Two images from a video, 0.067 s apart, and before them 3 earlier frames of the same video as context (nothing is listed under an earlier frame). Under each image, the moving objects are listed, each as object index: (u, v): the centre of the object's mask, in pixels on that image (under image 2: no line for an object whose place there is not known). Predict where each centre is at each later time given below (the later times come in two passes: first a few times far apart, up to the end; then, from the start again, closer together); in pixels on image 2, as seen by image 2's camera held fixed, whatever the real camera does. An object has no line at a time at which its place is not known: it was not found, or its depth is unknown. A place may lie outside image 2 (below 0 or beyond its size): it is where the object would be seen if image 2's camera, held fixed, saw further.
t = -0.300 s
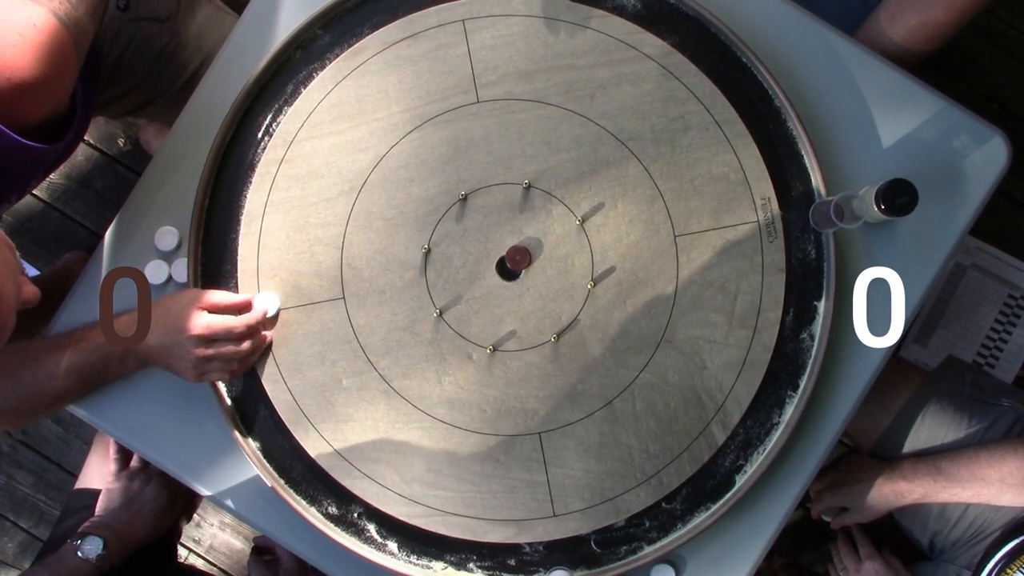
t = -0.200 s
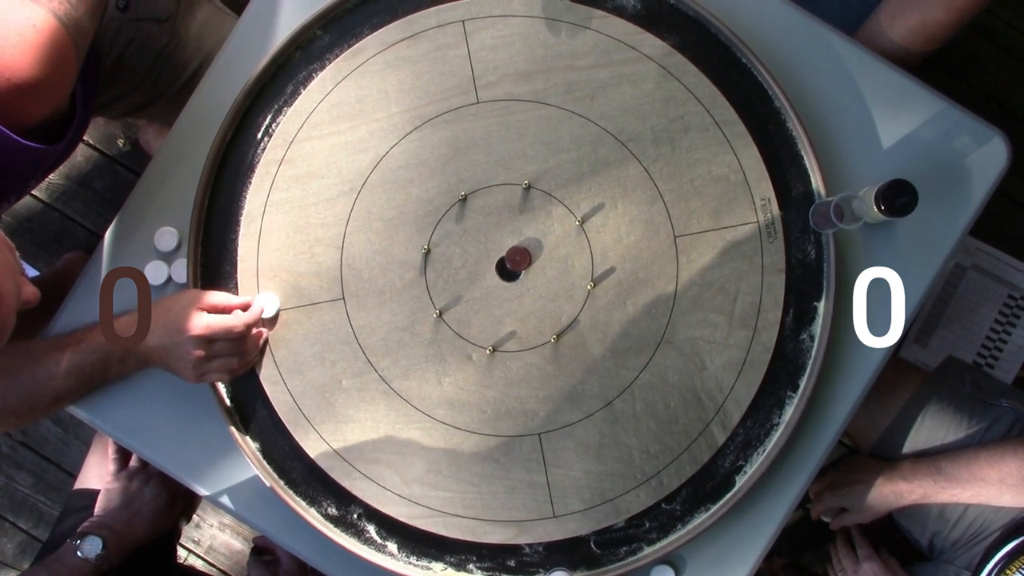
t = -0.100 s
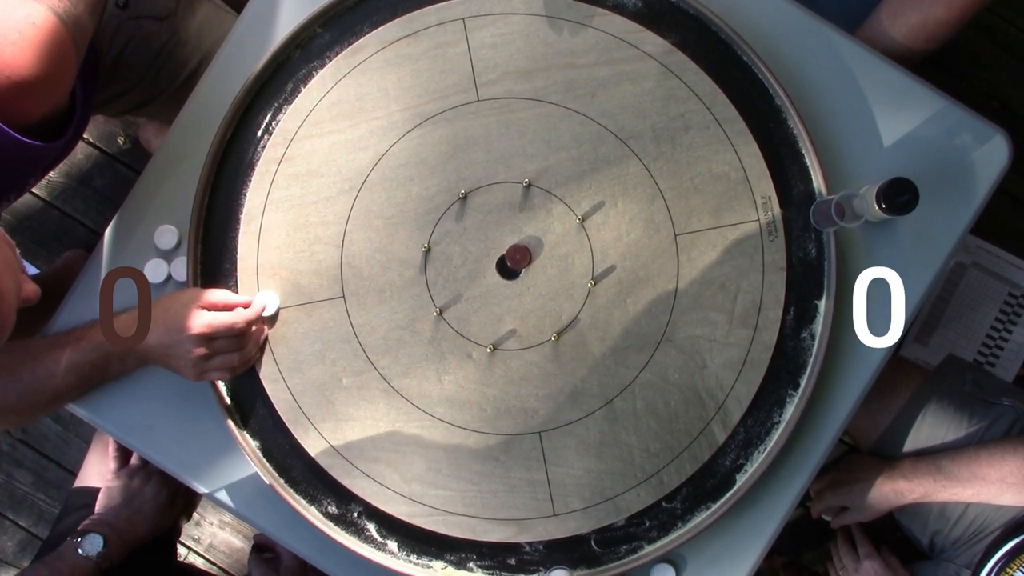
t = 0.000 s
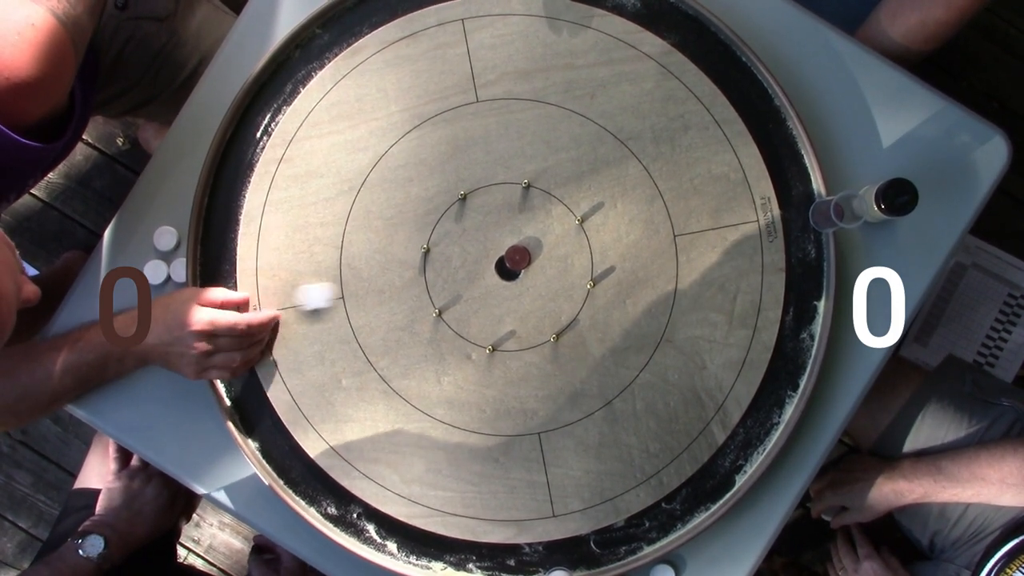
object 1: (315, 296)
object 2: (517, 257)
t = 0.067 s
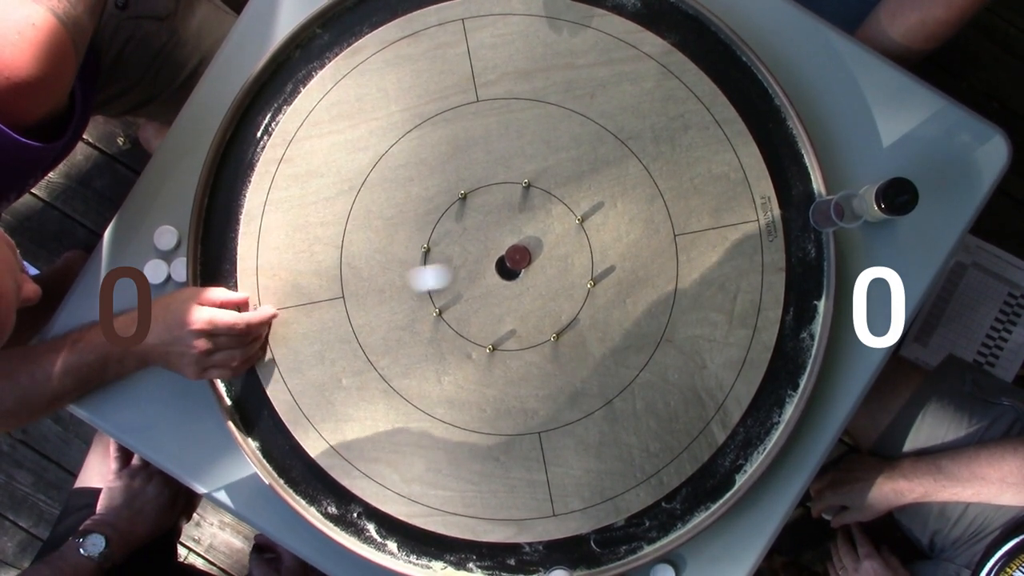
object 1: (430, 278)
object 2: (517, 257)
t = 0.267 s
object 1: (500, 331)
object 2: (534, 259)
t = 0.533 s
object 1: (571, 173)
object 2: (488, 189)
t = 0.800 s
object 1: (609, 97)
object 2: (467, 152)
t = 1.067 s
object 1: (625, 69)
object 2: (456, 130)
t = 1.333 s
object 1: (627, 67)
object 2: (457, 121)
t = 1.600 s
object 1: (626, 67)
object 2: (457, 121)
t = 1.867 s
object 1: (627, 67)
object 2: (457, 121)
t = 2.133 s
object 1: (627, 67)
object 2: (457, 121)
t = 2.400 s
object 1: (626, 67)
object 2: (457, 121)
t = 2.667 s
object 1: (627, 67)
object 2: (457, 121)
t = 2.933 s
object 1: (627, 67)
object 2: (457, 121)
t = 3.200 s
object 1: (627, 67)
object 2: (457, 121)
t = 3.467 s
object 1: (627, 67)
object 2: (457, 120)
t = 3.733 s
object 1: (627, 67)
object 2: (457, 120)
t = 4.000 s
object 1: (626, 67)
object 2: (457, 121)
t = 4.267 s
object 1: (627, 67)
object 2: (457, 121)
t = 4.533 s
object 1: (627, 67)
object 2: (457, 121)
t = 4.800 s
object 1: (627, 67)
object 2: (457, 121)
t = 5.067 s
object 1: (627, 67)
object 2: (457, 120)
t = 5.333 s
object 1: (626, 67)
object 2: (457, 120)
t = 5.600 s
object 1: (627, 67)
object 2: (457, 121)
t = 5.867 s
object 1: (626, 67)
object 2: (457, 121)
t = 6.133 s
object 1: (626, 67)
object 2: (457, 121)
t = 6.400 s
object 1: (626, 67)
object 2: (457, 120)
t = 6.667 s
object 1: (626, 67)
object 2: (457, 120)
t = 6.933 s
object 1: (626, 67)
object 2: (457, 121)
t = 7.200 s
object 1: (626, 67)
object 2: (457, 121)
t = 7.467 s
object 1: (626, 67)
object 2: (457, 121)
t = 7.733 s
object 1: (626, 67)
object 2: (457, 121)
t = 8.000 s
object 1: (626, 67)
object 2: (457, 121)
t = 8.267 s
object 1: (626, 67)
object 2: (457, 120)
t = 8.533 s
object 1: (626, 67)
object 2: (457, 120)
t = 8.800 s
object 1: (627, 67)
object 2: (457, 120)
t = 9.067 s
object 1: (626, 67)
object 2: (457, 120)
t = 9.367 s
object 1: (626, 67)
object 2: (457, 120)
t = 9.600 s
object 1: (627, 67)
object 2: (457, 120)
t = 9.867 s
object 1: (627, 67)
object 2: (457, 120)
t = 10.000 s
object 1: (626, 67)
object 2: (457, 120)
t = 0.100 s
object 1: (484, 269)
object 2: (517, 257)
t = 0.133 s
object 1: (501, 275)
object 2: (556, 240)
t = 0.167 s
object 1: (510, 283)
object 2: (577, 254)
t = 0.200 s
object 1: (519, 291)
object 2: (564, 275)
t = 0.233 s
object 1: (515, 308)
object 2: (543, 271)
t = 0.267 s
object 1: (500, 331)
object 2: (534, 259)
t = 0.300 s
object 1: (507, 315)
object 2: (526, 248)
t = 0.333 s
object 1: (517, 293)
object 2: (519, 237)
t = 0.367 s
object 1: (527, 270)
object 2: (512, 228)
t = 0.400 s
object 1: (537, 249)
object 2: (506, 219)
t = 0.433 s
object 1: (546, 228)
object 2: (501, 211)
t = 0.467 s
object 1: (555, 209)
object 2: (497, 203)
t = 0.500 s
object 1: (563, 190)
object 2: (492, 196)
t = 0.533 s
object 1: (571, 173)
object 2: (488, 189)
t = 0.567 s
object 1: (578, 158)
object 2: (485, 183)
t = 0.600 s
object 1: (584, 145)
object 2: (482, 177)
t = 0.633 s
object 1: (590, 135)
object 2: (479, 172)
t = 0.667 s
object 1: (594, 125)
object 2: (477, 168)
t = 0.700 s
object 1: (599, 117)
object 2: (474, 163)
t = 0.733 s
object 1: (602, 110)
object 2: (472, 159)
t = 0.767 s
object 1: (606, 103)
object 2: (470, 156)
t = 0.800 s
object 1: (609, 97)
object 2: (467, 152)
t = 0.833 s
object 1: (612, 92)
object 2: (465, 149)
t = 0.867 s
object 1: (614, 87)
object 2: (463, 146)
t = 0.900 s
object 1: (617, 83)
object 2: (461, 143)
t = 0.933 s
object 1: (619, 79)
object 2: (459, 141)
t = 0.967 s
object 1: (621, 76)
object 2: (458, 138)
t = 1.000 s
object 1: (622, 73)
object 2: (457, 135)
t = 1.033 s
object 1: (624, 71)
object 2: (456, 132)
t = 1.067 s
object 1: (625, 69)
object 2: (456, 130)
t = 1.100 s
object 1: (626, 68)
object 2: (456, 127)
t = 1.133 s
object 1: (626, 68)
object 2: (455, 125)
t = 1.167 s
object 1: (627, 67)
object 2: (455, 124)
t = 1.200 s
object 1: (627, 67)
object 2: (456, 123)
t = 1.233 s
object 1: (627, 67)
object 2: (456, 122)
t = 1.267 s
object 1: (627, 67)
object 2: (456, 122)
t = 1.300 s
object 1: (627, 67)
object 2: (457, 121)
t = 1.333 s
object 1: (627, 67)
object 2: (457, 121)
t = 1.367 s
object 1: (627, 67)
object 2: (457, 121)
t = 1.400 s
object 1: (626, 67)
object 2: (457, 121)
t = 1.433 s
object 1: (627, 67)
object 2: (457, 121)
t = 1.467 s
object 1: (626, 67)
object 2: (457, 121)
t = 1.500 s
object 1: (627, 67)
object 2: (457, 121)
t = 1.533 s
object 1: (627, 67)
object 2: (457, 121)
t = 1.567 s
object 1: (627, 67)
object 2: (457, 121)
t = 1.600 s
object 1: (626, 67)
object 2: (457, 121)
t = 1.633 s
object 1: (626, 67)
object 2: (457, 121)
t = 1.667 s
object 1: (627, 67)
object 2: (457, 121)
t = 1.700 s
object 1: (627, 67)
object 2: (457, 121)
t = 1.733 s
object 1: (626, 67)
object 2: (457, 121)
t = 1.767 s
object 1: (627, 67)
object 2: (457, 121)
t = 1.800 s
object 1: (627, 67)
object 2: (457, 121)
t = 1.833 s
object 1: (627, 67)
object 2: (457, 121)
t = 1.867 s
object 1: (627, 67)
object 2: (457, 121)
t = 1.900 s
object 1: (627, 67)
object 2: (457, 121)
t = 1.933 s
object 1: (627, 67)
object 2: (457, 121)
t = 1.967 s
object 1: (627, 67)
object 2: (457, 121)
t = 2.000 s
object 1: (626, 67)
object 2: (457, 121)
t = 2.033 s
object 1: (626, 67)
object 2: (457, 121)
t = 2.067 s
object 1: (626, 67)
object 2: (457, 121)
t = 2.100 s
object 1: (627, 67)
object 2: (457, 121)
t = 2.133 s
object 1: (627, 67)
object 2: (457, 121)
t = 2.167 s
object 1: (626, 67)
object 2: (457, 121)
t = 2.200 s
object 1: (627, 67)
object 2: (457, 120)
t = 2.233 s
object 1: (627, 67)
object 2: (457, 120)
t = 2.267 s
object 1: (626, 67)
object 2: (457, 120)
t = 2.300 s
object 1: (627, 67)
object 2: (457, 121)
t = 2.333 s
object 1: (626, 67)
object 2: (457, 121)
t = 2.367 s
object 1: (626, 67)
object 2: (457, 121)
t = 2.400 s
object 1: (626, 67)
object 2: (457, 121)
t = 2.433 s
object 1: (626, 67)
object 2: (457, 121)
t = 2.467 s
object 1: (627, 67)
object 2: (457, 121)
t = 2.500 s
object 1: (627, 67)
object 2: (457, 121)
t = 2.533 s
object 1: (627, 67)
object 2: (457, 121)
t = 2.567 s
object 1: (626, 67)
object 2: (457, 121)
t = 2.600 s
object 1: (627, 67)
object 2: (457, 121)
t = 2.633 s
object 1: (626, 67)
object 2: (457, 121)
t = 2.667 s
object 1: (627, 67)
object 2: (457, 121)
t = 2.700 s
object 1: (626, 67)
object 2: (457, 121)
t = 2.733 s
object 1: (626, 67)
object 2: (457, 121)
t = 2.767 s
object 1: (626, 67)
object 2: (457, 121)
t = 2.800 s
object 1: (626, 67)
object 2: (457, 120)
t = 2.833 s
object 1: (626, 67)
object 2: (457, 121)
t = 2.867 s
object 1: (626, 67)
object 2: (457, 121)
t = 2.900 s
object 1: (626, 67)
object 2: (457, 120)
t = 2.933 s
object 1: (627, 67)
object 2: (457, 121)
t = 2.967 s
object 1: (626, 67)
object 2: (457, 121)
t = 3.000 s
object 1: (626, 67)
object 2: (457, 121)
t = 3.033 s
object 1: (627, 67)
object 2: (457, 121)
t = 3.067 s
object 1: (627, 67)
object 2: (457, 121)
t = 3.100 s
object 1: (626, 67)
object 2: (457, 121)
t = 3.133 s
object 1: (626, 67)
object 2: (457, 121)
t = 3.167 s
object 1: (626, 67)
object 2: (457, 121)
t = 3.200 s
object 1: (627, 67)
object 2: (457, 121)
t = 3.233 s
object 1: (627, 67)
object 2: (457, 120)
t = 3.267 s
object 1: (627, 67)
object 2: (457, 120)
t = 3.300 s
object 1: (627, 67)
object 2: (457, 120)
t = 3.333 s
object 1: (626, 67)
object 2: (457, 120)
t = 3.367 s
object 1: (627, 67)
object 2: (457, 120)
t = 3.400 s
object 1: (627, 67)
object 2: (457, 120)
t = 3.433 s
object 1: (627, 67)
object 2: (457, 120)
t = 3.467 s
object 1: (627, 67)
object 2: (457, 120)
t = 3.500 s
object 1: (626, 67)
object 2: (457, 120)
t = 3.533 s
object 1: (627, 67)
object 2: (457, 120)
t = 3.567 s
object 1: (626, 67)
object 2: (457, 121)
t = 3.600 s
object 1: (627, 67)
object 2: (457, 120)
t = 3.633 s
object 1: (627, 67)
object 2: (457, 121)
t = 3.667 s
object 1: (627, 67)
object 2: (457, 120)
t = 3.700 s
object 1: (627, 67)
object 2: (457, 120)
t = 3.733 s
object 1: (627, 67)
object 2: (457, 120)
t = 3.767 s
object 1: (627, 67)
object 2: (457, 120)
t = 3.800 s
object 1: (627, 67)
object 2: (457, 120)
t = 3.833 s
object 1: (627, 67)
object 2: (457, 121)
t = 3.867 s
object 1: (627, 67)
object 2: (457, 121)
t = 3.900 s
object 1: (627, 67)
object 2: (457, 120)
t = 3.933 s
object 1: (627, 67)
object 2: (457, 120)
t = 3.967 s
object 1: (627, 67)
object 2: (457, 120)
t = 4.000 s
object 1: (626, 67)
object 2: (457, 121)
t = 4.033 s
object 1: (627, 67)
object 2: (457, 120)
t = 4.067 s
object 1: (626, 67)
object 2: (457, 121)
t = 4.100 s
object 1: (627, 67)
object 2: (457, 120)
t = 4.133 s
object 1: (626, 67)
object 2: (457, 120)
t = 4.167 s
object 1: (626, 67)
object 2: (457, 120)
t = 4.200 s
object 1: (627, 67)
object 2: (457, 121)
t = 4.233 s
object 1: (627, 67)
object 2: (457, 121)
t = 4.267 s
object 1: (627, 67)
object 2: (457, 121)
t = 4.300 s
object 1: (627, 67)
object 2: (457, 120)
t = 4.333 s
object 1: (627, 67)
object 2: (457, 121)
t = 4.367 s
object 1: (627, 67)
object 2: (457, 120)
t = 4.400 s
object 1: (627, 67)
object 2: (457, 120)
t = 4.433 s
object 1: (627, 67)
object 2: (457, 121)
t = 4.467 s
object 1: (627, 67)
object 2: (457, 121)
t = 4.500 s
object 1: (627, 67)
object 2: (457, 120)
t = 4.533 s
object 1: (627, 67)
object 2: (457, 121)
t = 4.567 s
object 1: (627, 67)
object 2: (457, 121)
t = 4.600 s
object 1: (627, 67)
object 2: (457, 121)
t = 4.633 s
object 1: (626, 67)
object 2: (457, 120)
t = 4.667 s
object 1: (626, 67)
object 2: (457, 121)
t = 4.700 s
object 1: (627, 67)
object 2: (457, 121)
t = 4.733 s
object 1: (626, 67)
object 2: (457, 121)
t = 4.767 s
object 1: (627, 67)
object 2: (457, 121)
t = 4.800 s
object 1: (627, 67)
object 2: (457, 121)
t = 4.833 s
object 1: (627, 67)
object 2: (457, 120)
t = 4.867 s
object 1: (627, 67)
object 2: (457, 121)
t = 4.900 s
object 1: (627, 67)
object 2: (457, 120)
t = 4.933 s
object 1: (627, 67)
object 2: (457, 121)
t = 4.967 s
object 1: (626, 67)
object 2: (457, 121)
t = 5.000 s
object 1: (627, 67)
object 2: (457, 120)
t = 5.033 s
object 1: (627, 67)
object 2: (457, 120)
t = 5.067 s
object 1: (627, 67)
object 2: (457, 120)
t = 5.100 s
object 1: (627, 67)
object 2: (457, 120)
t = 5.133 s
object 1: (627, 67)
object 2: (457, 121)
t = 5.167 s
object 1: (627, 67)
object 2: (457, 121)
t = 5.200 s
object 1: (627, 67)
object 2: (457, 121)
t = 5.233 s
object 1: (626, 67)
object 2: (457, 120)
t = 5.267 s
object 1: (626, 67)
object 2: (457, 120)
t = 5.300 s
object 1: (626, 67)
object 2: (457, 120)
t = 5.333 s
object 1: (626, 67)
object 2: (457, 120)
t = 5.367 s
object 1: (627, 67)
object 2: (457, 120)
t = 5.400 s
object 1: (627, 67)
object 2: (457, 120)
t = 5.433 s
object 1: (627, 67)
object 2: (457, 120)
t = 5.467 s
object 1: (626, 67)
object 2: (457, 120)
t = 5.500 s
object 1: (627, 67)
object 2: (457, 120)
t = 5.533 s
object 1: (627, 67)
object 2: (457, 121)
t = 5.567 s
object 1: (627, 67)
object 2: (457, 121)
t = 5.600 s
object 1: (627, 67)
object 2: (457, 121)
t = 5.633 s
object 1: (626, 67)
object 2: (457, 120)
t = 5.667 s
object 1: (627, 67)
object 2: (457, 120)
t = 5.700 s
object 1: (627, 67)
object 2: (457, 121)
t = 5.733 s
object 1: (626, 67)
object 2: (457, 121)
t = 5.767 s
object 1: (626, 67)
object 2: (457, 121)
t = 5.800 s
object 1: (627, 67)
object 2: (457, 121)
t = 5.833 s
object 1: (626, 67)
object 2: (457, 121)
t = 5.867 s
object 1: (626, 67)
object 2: (457, 121)
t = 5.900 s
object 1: (626, 67)
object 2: (457, 121)
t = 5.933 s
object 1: (626, 67)
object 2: (457, 120)
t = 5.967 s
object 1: (626, 67)
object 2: (457, 120)
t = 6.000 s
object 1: (626, 66)
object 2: (457, 120)
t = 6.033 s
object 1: (626, 67)
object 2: (457, 120)
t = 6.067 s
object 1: (626, 67)
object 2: (457, 120)
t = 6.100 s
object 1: (626, 67)
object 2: (457, 121)
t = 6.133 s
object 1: (626, 67)
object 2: (457, 121)
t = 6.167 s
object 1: (626, 67)
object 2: (457, 120)
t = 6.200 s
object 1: (627, 67)
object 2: (457, 120)
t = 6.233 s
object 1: (627, 67)
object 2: (457, 120)
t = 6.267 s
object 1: (627, 67)
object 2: (457, 121)
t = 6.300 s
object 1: (626, 67)
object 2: (457, 120)
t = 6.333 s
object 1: (626, 67)
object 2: (457, 121)
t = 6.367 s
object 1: (626, 67)
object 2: (457, 121)
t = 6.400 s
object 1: (626, 67)
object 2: (457, 120)
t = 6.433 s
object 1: (626, 67)
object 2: (457, 120)
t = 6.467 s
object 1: (627, 67)
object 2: (457, 121)
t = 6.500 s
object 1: (627, 67)
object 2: (457, 121)
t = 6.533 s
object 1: (627, 67)
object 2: (457, 121)
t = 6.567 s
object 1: (626, 67)
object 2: (457, 121)
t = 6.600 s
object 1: (626, 67)
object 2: (457, 120)
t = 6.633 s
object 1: (626, 67)
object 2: (457, 120)
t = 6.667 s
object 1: (626, 67)
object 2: (457, 120)
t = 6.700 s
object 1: (626, 67)
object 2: (457, 121)
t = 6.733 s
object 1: (626, 67)
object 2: (457, 121)
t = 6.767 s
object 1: (626, 67)
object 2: (457, 120)
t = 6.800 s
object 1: (626, 67)
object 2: (457, 120)
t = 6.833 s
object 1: (627, 67)
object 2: (457, 121)
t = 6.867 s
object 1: (627, 67)
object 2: (457, 121)
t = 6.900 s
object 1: (626, 67)
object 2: (457, 121)
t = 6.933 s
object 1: (626, 67)
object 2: (457, 121)
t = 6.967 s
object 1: (627, 67)
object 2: (457, 121)
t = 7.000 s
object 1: (627, 67)
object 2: (457, 121)
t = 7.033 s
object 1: (626, 67)
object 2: (457, 120)
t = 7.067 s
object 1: (626, 67)
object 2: (457, 121)
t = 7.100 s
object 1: (626, 67)
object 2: (457, 121)
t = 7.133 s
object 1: (627, 67)
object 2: (457, 121)
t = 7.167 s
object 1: (626, 66)
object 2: (457, 120)
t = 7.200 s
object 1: (626, 67)
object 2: (457, 121)
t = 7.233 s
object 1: (627, 67)
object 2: (457, 120)
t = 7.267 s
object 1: (626, 67)
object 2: (457, 121)
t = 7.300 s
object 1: (626, 67)
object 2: (457, 121)
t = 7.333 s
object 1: (626, 67)
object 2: (457, 121)
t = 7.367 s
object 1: (627, 67)
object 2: (457, 120)
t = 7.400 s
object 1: (626, 67)
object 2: (457, 120)
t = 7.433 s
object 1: (626, 67)
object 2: (457, 121)
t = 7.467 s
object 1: (626, 67)
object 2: (457, 121)
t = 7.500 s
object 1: (626, 67)
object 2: (457, 121)
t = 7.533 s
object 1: (626, 67)
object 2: (457, 121)
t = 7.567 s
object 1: (626, 67)
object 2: (457, 120)
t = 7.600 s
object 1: (626, 67)
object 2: (457, 120)
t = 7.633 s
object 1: (626, 67)
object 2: (457, 121)
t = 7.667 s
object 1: (626, 67)
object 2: (457, 120)
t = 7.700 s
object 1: (626, 67)
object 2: (457, 121)
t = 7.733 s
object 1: (626, 67)
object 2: (457, 121)
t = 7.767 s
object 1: (626, 67)
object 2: (457, 121)
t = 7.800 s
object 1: (626, 67)
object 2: (457, 121)
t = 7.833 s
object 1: (626, 67)
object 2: (457, 121)
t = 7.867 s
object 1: (626, 67)
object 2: (457, 120)
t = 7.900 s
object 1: (626, 67)
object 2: (457, 121)
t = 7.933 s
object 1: (626, 67)
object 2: (457, 120)
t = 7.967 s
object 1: (626, 67)
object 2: (457, 121)
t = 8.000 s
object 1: (626, 67)
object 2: (457, 121)
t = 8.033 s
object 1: (626, 67)
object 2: (457, 121)
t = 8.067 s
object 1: (626, 67)
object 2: (457, 121)
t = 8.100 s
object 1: (626, 67)
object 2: (457, 121)
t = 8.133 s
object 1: (626, 67)
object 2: (457, 120)
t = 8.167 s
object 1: (626, 67)
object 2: (457, 121)
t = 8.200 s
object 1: (626, 67)
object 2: (457, 121)
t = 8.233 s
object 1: (626, 67)
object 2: (457, 121)
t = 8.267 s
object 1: (626, 67)
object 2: (457, 120)
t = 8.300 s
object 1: (627, 67)
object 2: (457, 121)
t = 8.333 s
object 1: (626, 67)
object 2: (457, 121)
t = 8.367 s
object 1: (626, 67)
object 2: (457, 121)
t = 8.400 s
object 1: (626, 67)
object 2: (457, 121)
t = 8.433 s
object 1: (626, 67)
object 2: (457, 121)
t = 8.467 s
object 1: (626, 67)
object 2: (457, 121)
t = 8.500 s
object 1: (626, 67)
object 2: (457, 121)
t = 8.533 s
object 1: (626, 67)
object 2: (457, 120)
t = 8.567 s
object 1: (626, 67)
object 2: (457, 120)
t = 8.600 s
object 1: (626, 67)
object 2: (457, 120)
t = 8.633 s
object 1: (626, 67)
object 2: (457, 120)
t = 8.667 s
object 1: (626, 67)
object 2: (457, 120)
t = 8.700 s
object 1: (626, 67)
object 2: (457, 120)
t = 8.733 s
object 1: (626, 67)
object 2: (457, 120)
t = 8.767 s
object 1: (626, 67)
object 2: (457, 120)
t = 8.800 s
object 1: (627, 67)
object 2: (457, 120)
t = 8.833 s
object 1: (627, 67)
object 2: (457, 120)
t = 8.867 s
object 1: (626, 67)
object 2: (457, 120)
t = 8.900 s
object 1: (627, 67)
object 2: (457, 120)
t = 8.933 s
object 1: (626, 67)
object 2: (457, 120)
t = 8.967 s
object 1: (626, 67)
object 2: (457, 120)
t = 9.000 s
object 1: (626, 67)
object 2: (457, 120)
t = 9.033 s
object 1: (626, 67)
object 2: (457, 120)
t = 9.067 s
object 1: (626, 67)
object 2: (457, 120)
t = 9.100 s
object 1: (626, 67)
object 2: (457, 120)
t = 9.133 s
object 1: (626, 67)
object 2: (457, 120)
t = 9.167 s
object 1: (626, 67)
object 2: (457, 120)
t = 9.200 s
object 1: (626, 67)
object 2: (457, 120)
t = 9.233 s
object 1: (626, 67)
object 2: (457, 120)
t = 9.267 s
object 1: (626, 67)
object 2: (457, 120)
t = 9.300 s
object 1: (626, 67)
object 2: (457, 120)
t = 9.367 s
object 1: (626, 67)
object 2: (457, 120)
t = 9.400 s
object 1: (626, 67)
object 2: (457, 120)
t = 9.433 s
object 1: (626, 67)
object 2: (457, 120)
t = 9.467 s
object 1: (627, 67)
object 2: (457, 120)
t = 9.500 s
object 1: (626, 67)
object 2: (457, 120)
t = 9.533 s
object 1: (626, 67)
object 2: (457, 120)
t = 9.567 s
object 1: (627, 67)
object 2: (457, 120)
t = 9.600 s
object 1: (627, 67)
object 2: (457, 120)
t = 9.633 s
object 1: (626, 67)
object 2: (457, 120)
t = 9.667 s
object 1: (626, 67)
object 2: (457, 120)
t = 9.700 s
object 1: (626, 67)
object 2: (457, 120)
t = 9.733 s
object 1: (626, 67)
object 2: (457, 120)
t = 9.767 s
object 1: (627, 66)
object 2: (457, 120)
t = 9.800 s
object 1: (626, 67)
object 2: (457, 120)
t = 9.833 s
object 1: (626, 67)
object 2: (457, 120)
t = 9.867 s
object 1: (627, 67)
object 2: (457, 120)
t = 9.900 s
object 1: (627, 67)
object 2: (457, 120)
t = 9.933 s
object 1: (626, 67)
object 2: (457, 120)
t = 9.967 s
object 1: (627, 67)
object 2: (457, 120)
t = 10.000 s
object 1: (626, 67)
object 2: (457, 120)
